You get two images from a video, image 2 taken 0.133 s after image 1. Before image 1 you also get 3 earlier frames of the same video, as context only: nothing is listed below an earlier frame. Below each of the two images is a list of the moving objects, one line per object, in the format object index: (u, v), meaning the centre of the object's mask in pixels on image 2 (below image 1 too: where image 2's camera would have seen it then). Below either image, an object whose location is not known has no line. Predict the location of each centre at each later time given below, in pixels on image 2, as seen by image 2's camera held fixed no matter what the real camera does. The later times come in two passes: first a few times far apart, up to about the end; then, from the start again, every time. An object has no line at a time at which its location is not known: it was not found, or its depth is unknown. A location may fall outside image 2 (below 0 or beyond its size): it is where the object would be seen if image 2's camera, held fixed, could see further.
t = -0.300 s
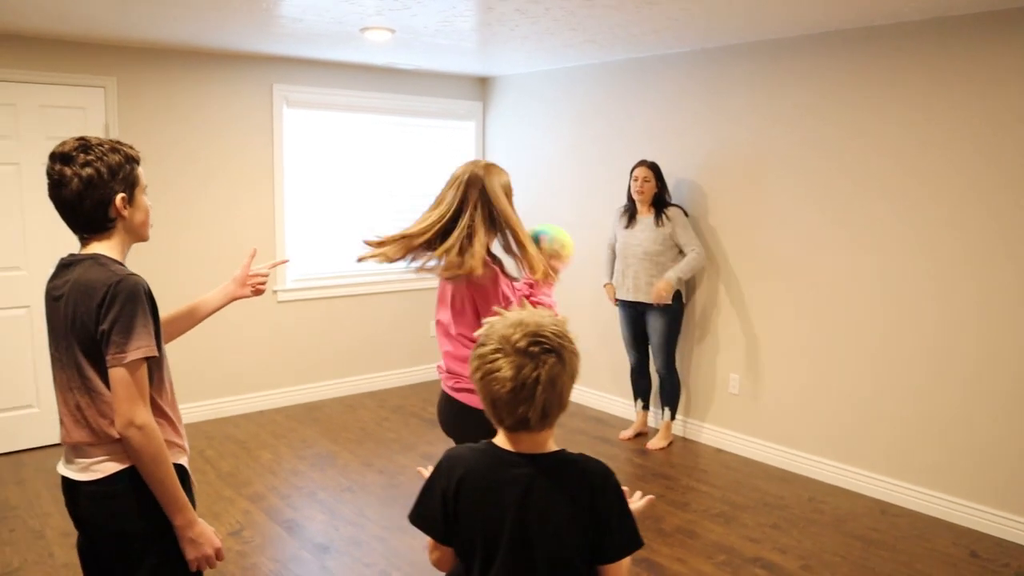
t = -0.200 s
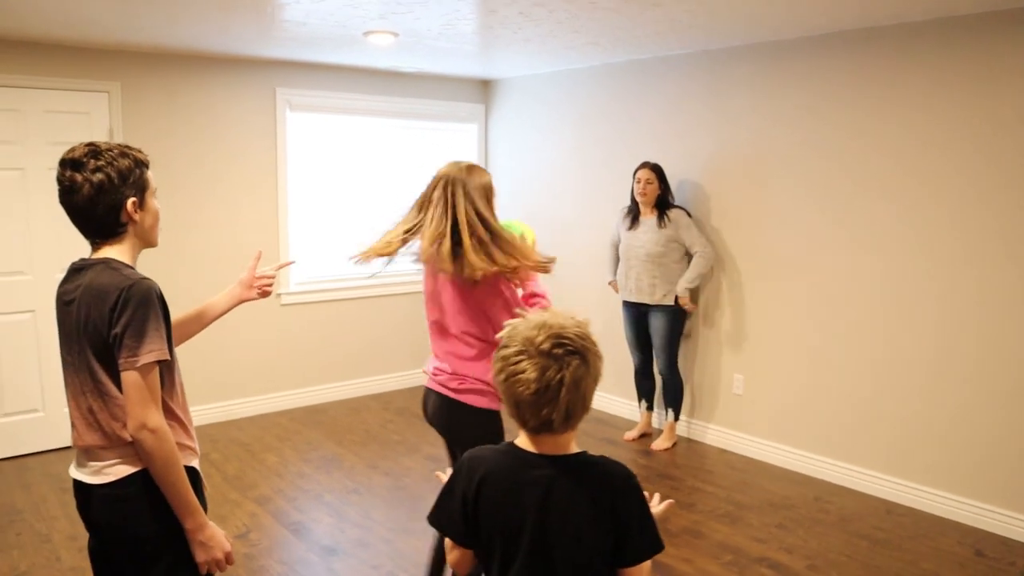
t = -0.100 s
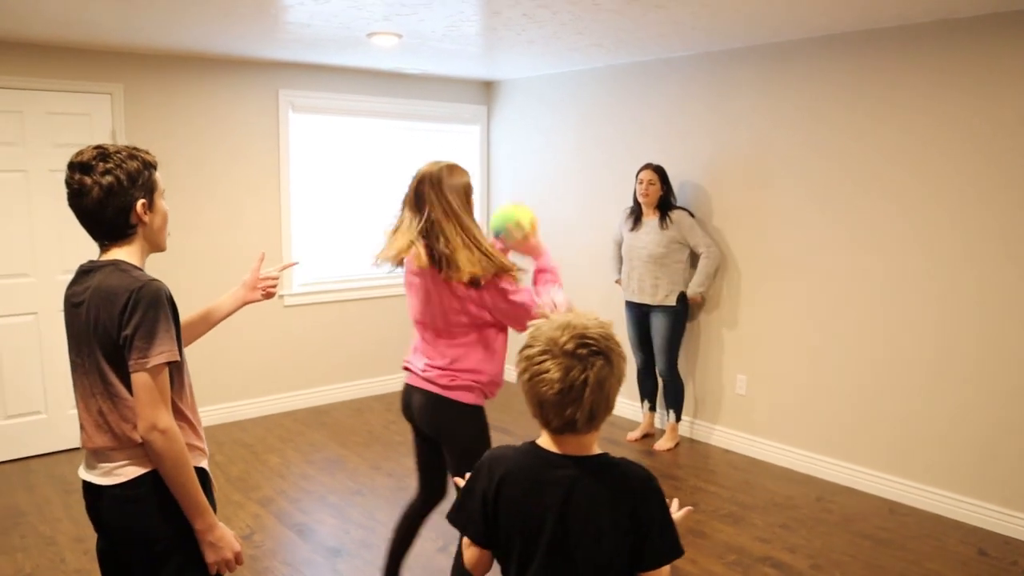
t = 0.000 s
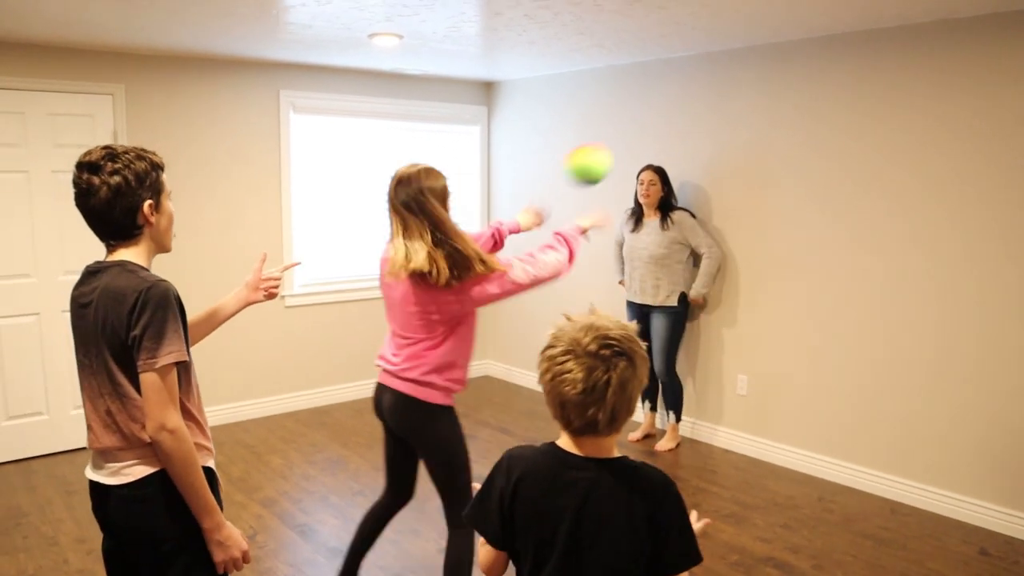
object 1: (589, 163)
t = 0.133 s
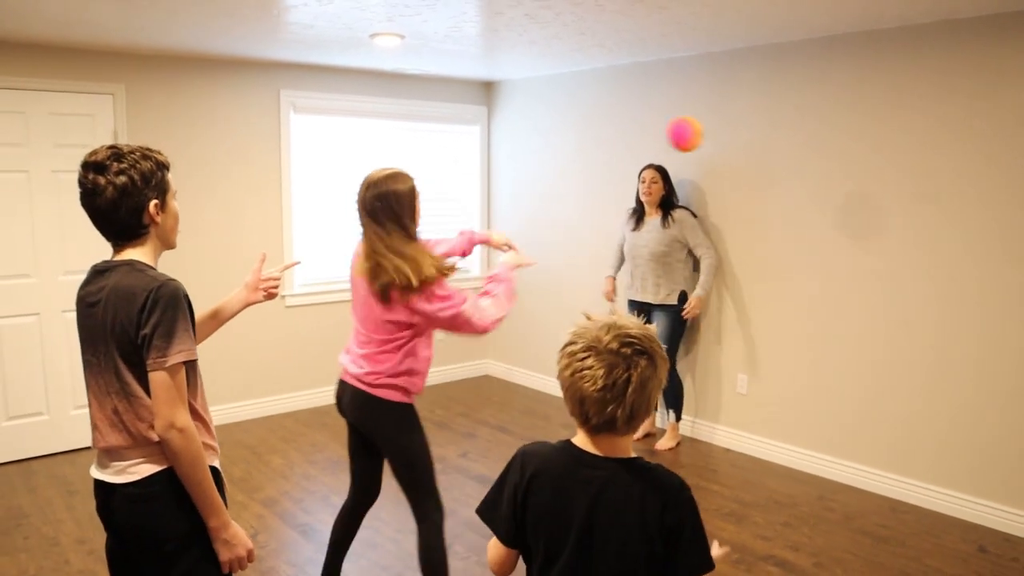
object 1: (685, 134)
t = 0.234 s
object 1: (738, 142)
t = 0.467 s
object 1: (695, 206)
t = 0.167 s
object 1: (704, 134)
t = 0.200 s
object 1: (721, 137)
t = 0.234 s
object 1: (738, 142)
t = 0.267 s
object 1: (752, 148)
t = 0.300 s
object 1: (766, 156)
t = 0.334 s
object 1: (773, 164)
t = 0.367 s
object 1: (754, 170)
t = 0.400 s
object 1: (735, 180)
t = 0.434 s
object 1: (715, 192)
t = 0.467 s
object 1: (695, 206)
